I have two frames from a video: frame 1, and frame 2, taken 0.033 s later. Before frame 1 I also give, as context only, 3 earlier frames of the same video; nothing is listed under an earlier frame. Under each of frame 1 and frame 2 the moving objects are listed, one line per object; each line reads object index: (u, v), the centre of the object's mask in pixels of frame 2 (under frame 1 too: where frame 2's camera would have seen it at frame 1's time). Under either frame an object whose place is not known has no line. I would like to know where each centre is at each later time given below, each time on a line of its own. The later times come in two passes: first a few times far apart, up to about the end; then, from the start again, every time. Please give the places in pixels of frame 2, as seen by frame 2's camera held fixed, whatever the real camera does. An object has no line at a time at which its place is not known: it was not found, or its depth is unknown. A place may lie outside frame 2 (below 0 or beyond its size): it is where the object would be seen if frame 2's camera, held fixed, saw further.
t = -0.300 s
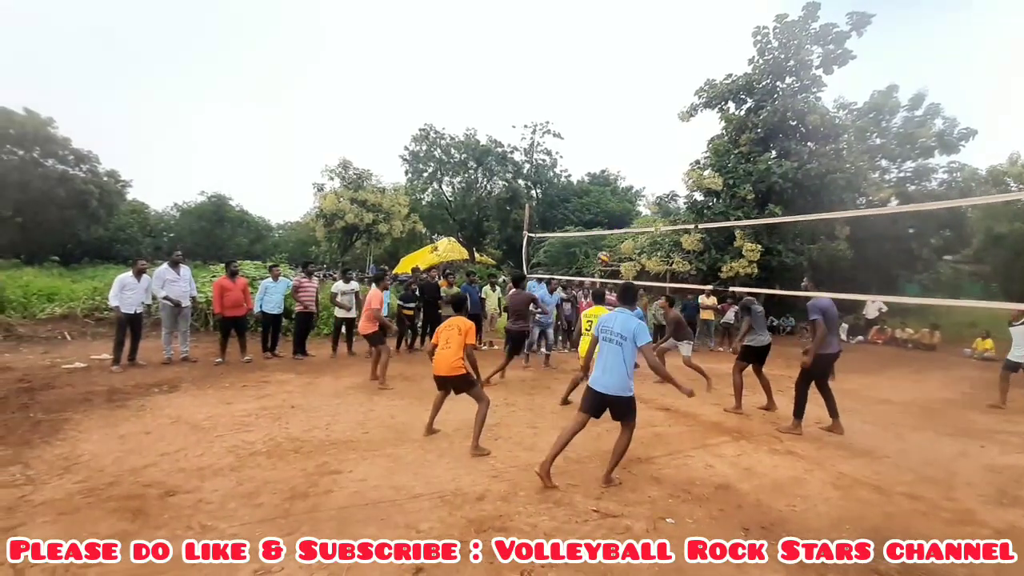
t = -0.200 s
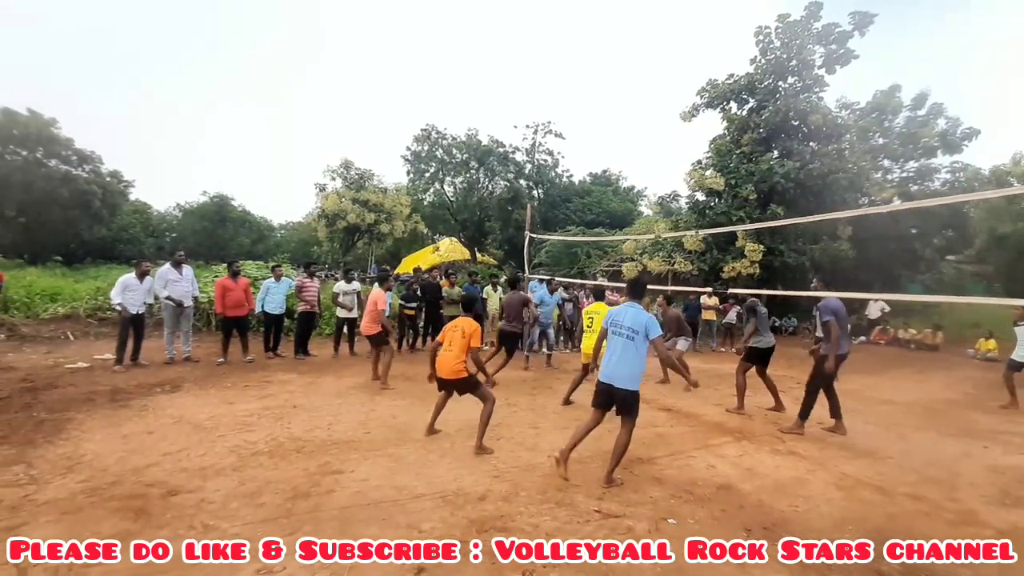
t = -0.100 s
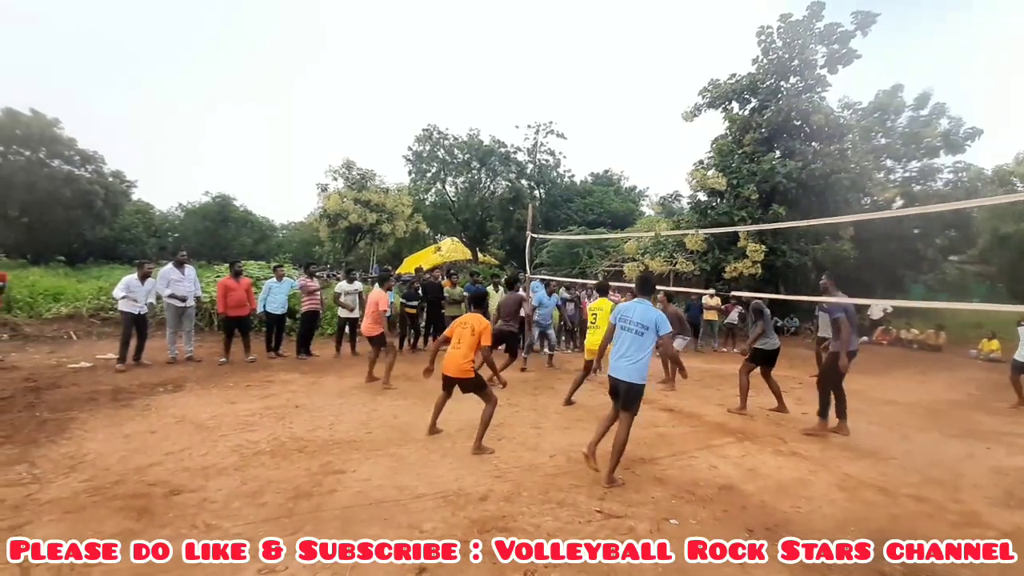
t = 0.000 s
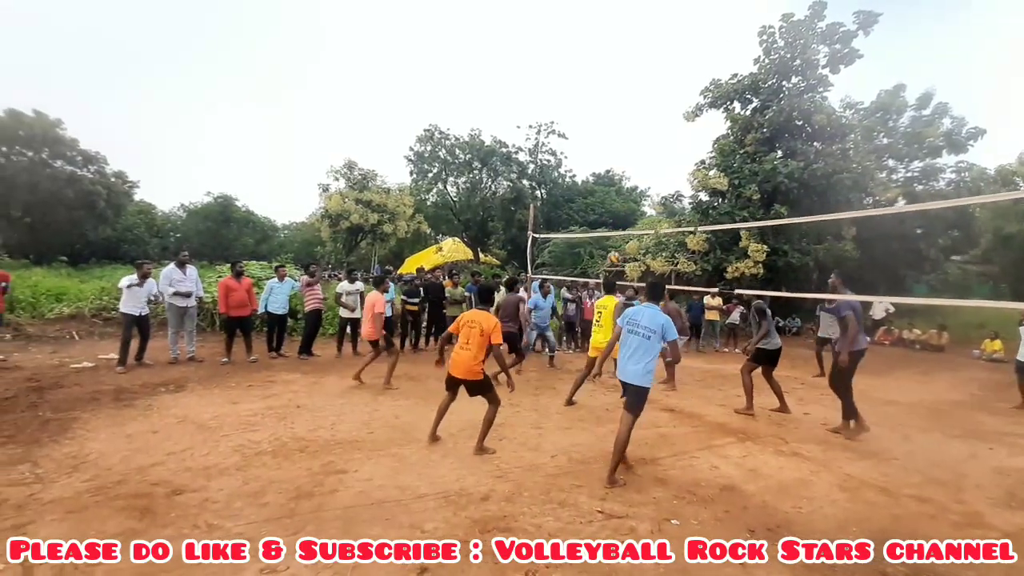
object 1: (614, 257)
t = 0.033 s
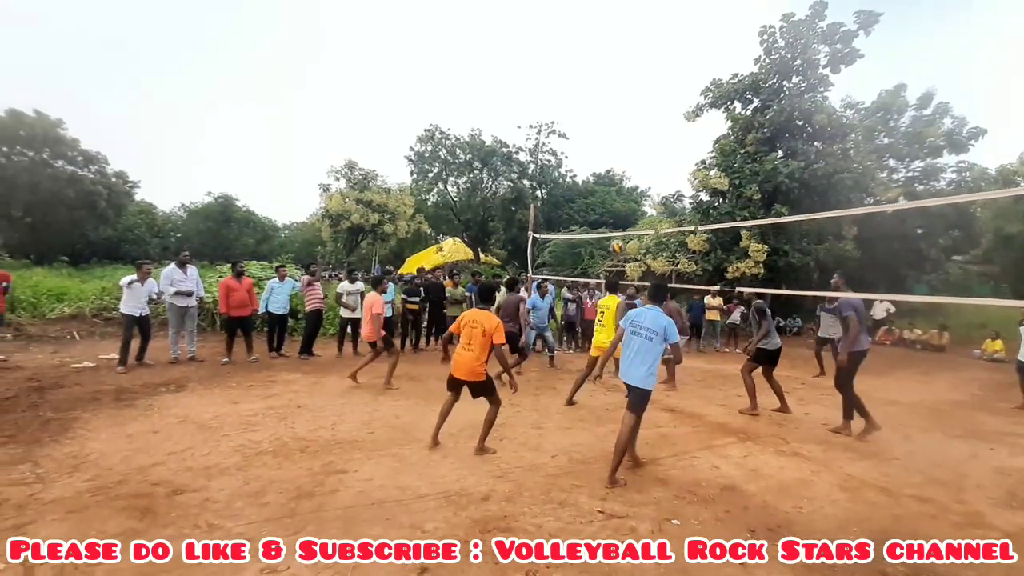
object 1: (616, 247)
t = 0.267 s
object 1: (635, 184)
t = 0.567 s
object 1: (656, 148)
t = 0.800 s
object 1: (671, 160)
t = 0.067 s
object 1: (619, 236)
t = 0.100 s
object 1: (622, 225)
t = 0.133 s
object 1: (625, 216)
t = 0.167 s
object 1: (627, 207)
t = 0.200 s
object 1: (630, 198)
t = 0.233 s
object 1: (632, 190)
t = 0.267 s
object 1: (635, 184)
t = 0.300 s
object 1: (638, 177)
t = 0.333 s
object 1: (640, 171)
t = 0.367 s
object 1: (642, 166)
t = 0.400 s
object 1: (644, 161)
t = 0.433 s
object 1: (647, 157)
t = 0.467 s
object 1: (649, 153)
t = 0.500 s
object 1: (652, 150)
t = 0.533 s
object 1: (654, 149)
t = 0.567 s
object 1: (656, 148)
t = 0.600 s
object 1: (658, 147)
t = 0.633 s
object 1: (660, 147)
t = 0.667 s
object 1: (663, 148)
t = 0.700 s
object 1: (665, 150)
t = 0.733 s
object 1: (667, 153)
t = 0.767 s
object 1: (669, 156)
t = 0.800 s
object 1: (671, 160)
